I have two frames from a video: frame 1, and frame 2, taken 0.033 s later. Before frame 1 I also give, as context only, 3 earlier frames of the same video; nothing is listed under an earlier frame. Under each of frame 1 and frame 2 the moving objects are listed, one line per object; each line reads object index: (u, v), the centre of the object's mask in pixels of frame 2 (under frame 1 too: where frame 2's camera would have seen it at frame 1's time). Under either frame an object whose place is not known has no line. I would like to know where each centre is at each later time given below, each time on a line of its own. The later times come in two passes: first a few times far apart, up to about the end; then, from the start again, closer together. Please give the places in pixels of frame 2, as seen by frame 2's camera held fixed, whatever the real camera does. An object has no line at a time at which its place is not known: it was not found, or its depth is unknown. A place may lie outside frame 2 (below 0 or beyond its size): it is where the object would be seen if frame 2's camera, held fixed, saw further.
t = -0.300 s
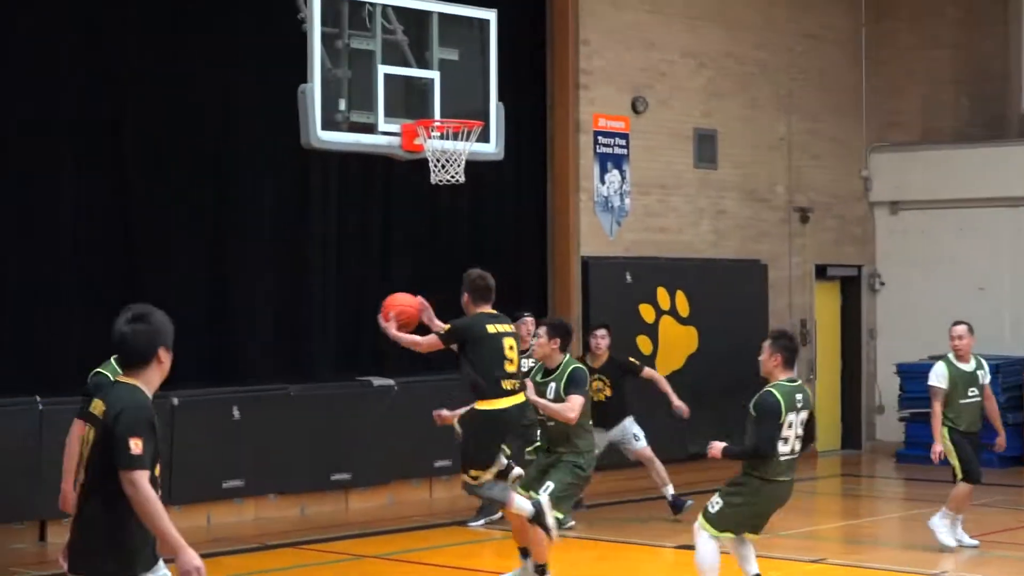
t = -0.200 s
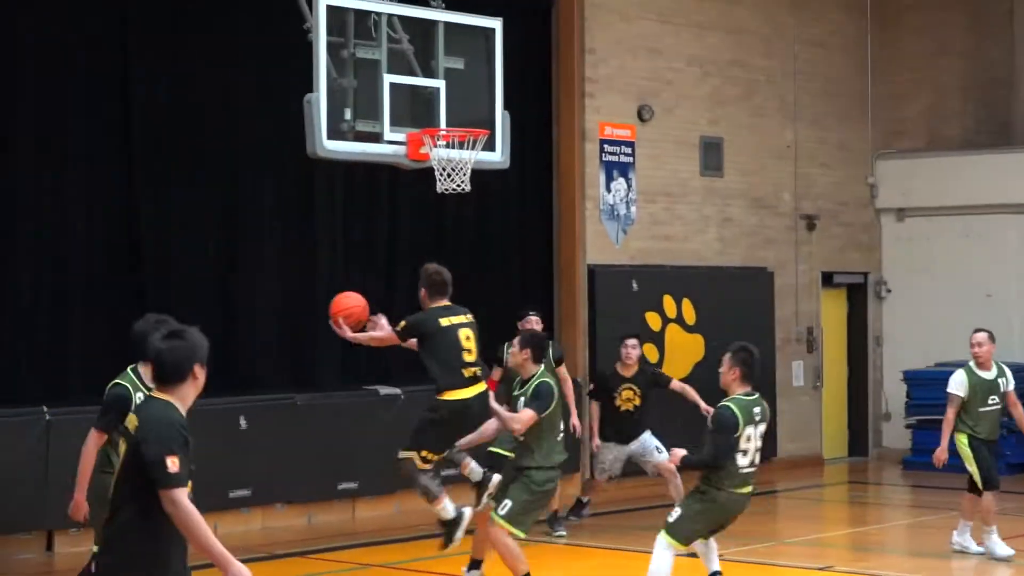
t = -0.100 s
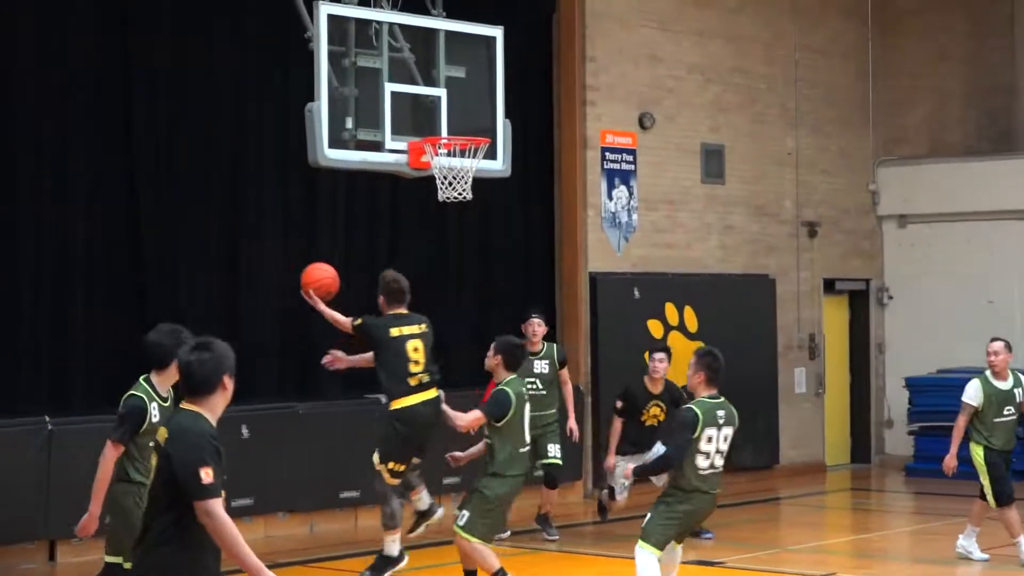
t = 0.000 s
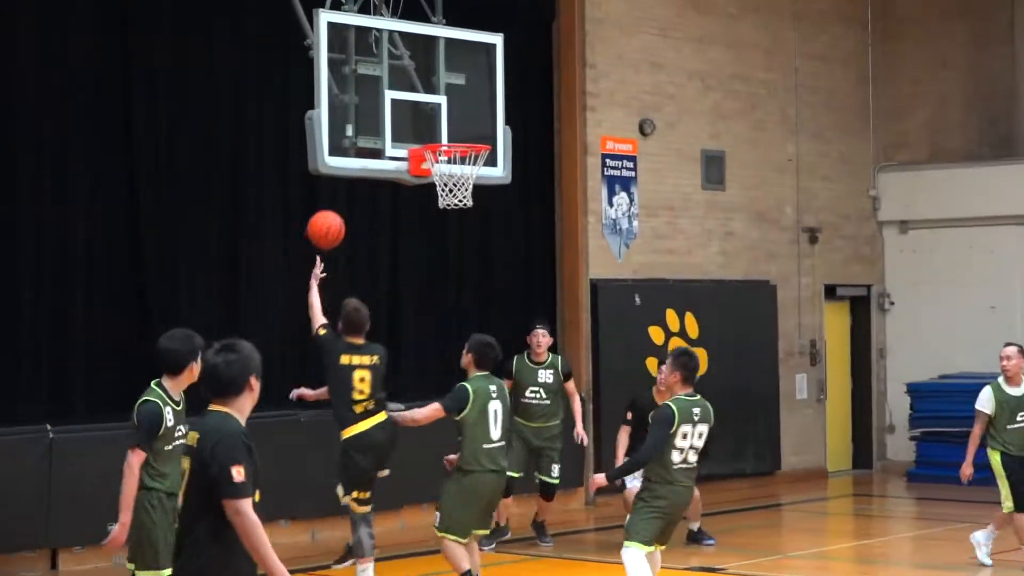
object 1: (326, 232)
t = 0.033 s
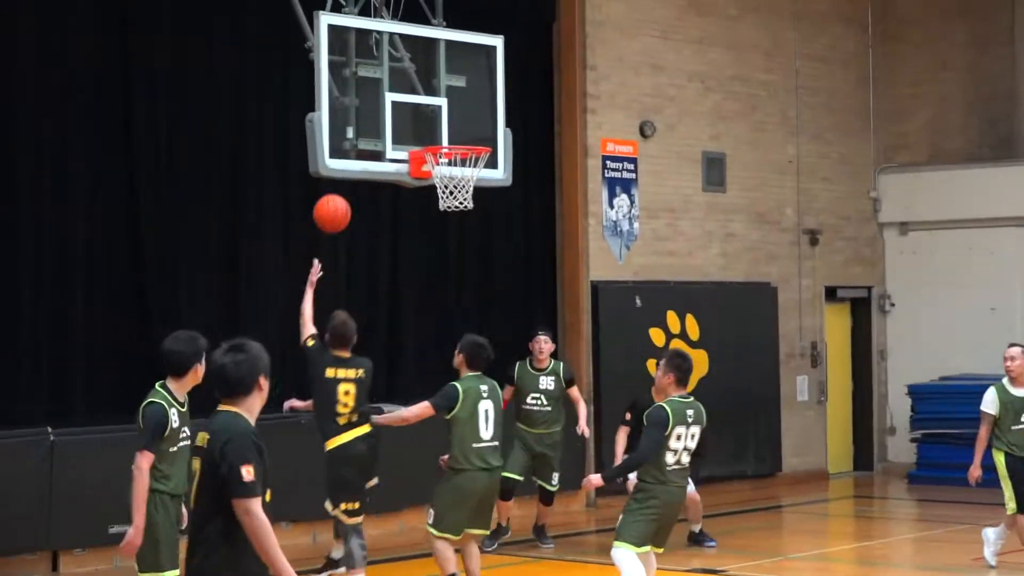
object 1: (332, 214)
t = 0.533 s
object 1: (425, 127)
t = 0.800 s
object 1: (471, 196)
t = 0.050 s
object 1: (335, 205)
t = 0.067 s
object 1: (337, 196)
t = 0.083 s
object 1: (340, 189)
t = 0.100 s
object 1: (343, 183)
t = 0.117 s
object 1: (345, 176)
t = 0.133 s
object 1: (348, 169)
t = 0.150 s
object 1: (351, 163)
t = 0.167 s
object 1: (354, 156)
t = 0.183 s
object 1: (356, 152)
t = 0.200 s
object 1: (359, 147)
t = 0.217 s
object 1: (362, 143)
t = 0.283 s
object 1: (372, 131)
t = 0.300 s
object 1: (374, 129)
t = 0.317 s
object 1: (377, 127)
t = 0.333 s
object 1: (379, 126)
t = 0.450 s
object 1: (403, 122)
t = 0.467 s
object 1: (407, 122)
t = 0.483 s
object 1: (411, 123)
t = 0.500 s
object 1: (416, 123)
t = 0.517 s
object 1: (421, 124)
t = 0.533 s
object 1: (425, 127)
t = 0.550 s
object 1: (429, 128)
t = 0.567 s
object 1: (434, 129)
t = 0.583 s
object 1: (439, 131)
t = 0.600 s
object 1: (443, 132)
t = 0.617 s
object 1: (448, 134)
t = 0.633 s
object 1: (452, 136)
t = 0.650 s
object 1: (457, 138)
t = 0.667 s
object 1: (461, 151)
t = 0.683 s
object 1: (466, 156)
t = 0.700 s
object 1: (470, 161)
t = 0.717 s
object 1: (472, 164)
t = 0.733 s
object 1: (475, 168)
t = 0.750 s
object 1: (477, 169)
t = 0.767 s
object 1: (476, 175)
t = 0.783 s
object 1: (477, 176)
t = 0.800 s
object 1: (471, 196)
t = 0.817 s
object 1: (472, 197)
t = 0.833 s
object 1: (473, 198)
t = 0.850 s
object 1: (470, 199)
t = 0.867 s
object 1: (469, 200)
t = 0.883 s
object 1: (468, 201)
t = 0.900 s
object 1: (466, 202)
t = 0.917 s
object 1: (464, 202)
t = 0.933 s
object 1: (461, 203)
